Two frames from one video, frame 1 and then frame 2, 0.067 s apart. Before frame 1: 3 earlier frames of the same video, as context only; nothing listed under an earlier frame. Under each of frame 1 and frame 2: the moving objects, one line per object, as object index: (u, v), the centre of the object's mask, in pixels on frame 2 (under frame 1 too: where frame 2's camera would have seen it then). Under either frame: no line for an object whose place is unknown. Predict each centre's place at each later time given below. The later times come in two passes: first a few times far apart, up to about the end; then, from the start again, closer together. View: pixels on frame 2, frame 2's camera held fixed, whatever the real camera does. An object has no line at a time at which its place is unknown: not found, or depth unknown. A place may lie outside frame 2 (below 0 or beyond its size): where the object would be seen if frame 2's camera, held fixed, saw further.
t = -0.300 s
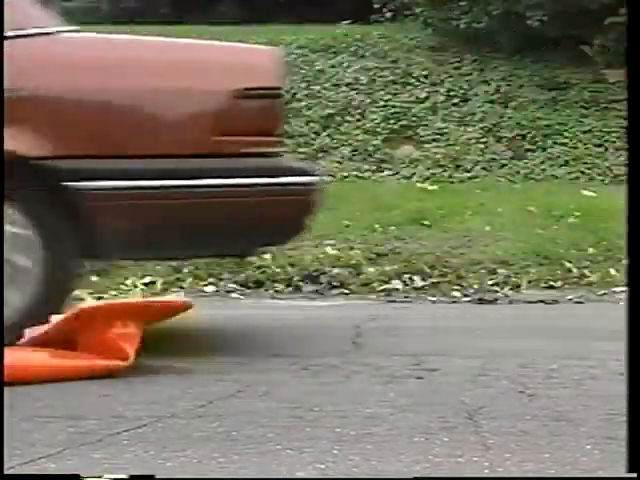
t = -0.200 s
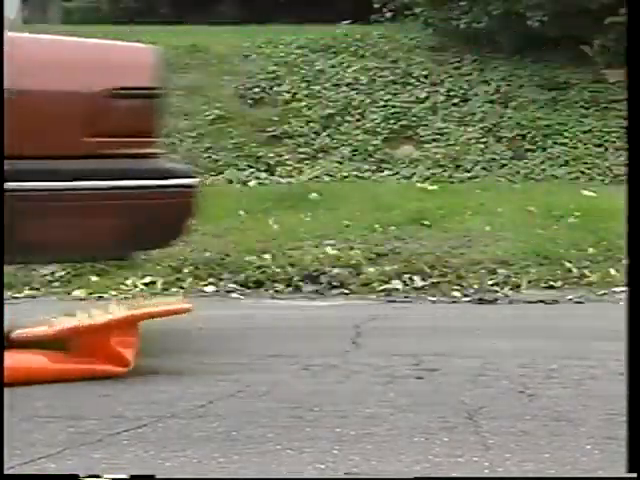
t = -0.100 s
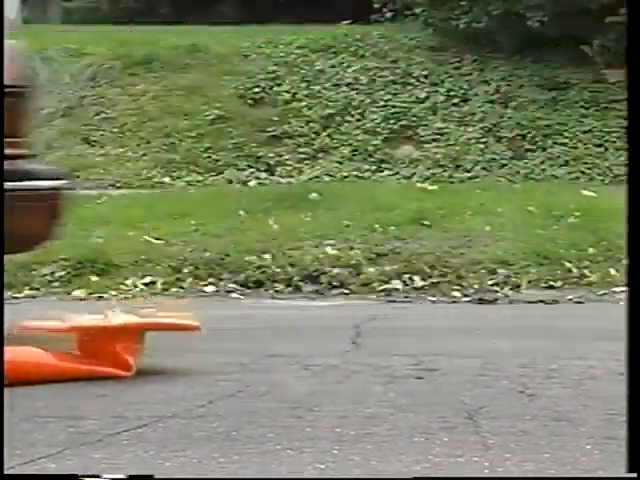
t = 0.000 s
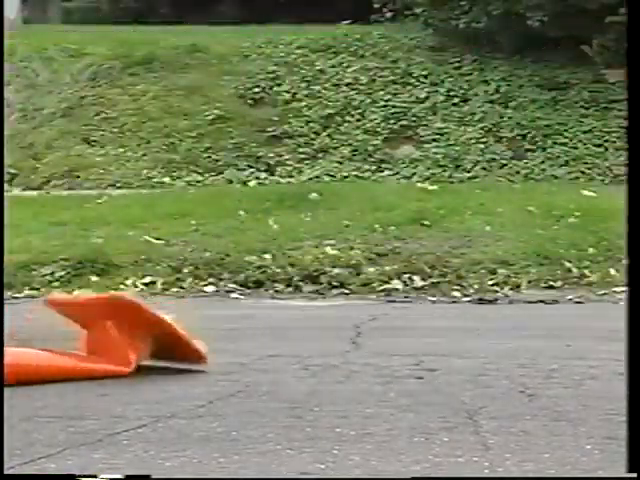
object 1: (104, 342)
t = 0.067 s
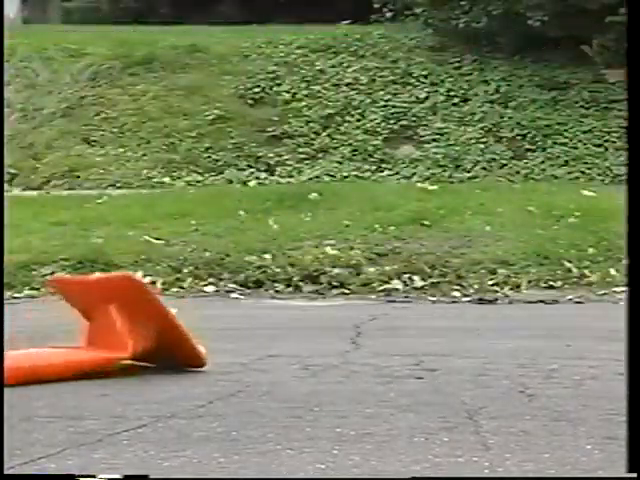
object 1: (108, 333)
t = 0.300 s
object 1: (112, 323)
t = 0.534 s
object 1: (112, 323)
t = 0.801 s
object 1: (113, 322)
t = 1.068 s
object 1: (113, 321)
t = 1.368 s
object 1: (114, 320)
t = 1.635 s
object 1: (115, 319)
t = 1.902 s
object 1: (117, 317)
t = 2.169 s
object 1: (118, 316)
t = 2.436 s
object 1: (119, 315)
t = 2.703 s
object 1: (119, 315)
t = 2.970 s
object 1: (119, 314)
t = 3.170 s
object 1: (118, 315)
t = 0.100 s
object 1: (109, 329)
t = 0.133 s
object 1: (110, 326)
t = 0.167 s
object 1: (111, 324)
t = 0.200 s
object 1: (111, 323)
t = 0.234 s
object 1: (112, 323)
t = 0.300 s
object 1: (112, 323)
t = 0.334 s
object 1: (112, 323)
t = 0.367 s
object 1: (112, 323)
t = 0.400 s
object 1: (112, 323)
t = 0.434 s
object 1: (112, 323)
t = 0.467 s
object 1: (112, 323)
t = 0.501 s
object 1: (112, 323)
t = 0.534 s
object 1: (112, 323)
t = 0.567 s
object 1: (112, 323)
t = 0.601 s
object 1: (112, 323)
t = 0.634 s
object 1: (113, 322)
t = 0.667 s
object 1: (113, 322)
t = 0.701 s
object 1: (113, 322)
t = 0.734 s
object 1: (113, 322)
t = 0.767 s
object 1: (113, 322)
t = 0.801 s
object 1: (113, 322)
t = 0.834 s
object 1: (113, 322)
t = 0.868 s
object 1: (113, 322)
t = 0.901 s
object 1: (113, 322)
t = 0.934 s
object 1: (113, 322)
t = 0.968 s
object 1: (113, 322)
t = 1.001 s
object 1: (113, 322)
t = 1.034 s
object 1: (113, 322)
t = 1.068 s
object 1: (113, 321)
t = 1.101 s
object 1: (113, 321)
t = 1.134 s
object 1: (113, 321)
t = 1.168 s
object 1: (113, 321)
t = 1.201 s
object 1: (114, 321)
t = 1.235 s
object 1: (114, 321)
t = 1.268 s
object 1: (114, 321)
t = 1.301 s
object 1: (114, 321)
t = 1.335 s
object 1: (114, 320)
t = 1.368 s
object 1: (114, 320)
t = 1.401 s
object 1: (114, 320)
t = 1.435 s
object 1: (114, 320)
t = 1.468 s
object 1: (115, 320)
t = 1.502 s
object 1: (115, 320)
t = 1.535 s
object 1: (115, 320)
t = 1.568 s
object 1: (115, 319)
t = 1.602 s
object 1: (115, 319)
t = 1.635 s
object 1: (115, 319)
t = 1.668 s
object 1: (115, 319)
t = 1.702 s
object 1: (116, 319)
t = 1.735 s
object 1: (116, 319)
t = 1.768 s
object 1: (116, 319)
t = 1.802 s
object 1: (116, 318)
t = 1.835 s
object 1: (116, 318)
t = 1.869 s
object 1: (117, 318)
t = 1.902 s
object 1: (117, 317)
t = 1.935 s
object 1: (117, 317)
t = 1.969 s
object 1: (117, 317)
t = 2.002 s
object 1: (117, 317)
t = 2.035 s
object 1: (117, 317)
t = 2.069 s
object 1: (118, 316)
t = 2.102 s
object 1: (118, 316)
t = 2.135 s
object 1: (118, 316)
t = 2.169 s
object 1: (118, 316)
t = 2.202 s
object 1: (118, 316)
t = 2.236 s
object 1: (118, 316)
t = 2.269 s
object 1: (119, 315)
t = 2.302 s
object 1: (119, 315)
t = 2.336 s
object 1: (119, 315)
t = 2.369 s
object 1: (119, 315)
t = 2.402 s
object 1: (119, 315)
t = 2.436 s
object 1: (119, 315)
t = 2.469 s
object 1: (119, 315)
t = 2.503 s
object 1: (119, 315)
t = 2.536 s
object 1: (119, 315)
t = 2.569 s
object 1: (119, 314)
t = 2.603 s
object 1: (119, 315)
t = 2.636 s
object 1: (119, 315)
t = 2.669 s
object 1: (119, 315)
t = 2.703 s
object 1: (119, 315)
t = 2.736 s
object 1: (119, 315)
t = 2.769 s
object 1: (119, 315)
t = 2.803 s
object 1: (119, 315)
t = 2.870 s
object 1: (119, 314)
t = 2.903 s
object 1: (119, 314)
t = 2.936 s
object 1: (119, 314)
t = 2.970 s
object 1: (119, 314)
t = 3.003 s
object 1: (119, 315)
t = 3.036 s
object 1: (119, 315)
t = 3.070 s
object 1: (119, 314)
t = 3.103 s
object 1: (119, 315)
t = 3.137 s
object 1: (118, 314)
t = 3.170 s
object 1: (118, 315)
